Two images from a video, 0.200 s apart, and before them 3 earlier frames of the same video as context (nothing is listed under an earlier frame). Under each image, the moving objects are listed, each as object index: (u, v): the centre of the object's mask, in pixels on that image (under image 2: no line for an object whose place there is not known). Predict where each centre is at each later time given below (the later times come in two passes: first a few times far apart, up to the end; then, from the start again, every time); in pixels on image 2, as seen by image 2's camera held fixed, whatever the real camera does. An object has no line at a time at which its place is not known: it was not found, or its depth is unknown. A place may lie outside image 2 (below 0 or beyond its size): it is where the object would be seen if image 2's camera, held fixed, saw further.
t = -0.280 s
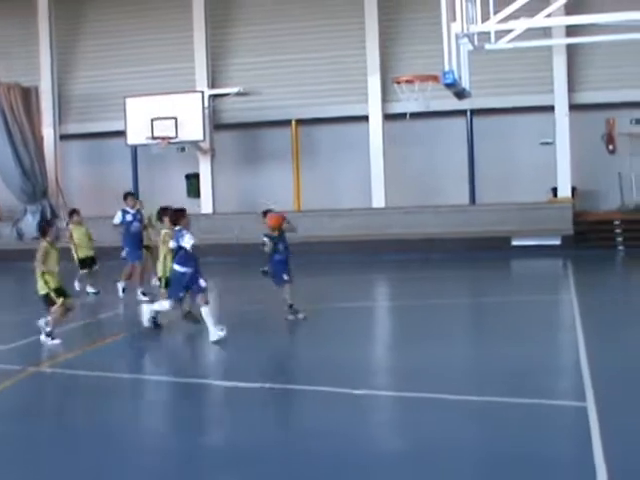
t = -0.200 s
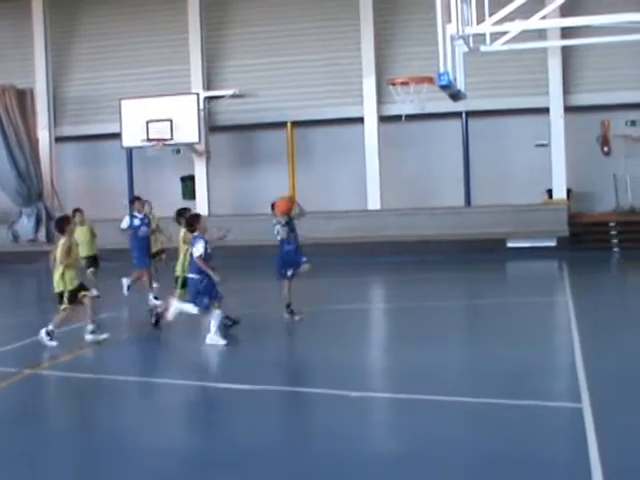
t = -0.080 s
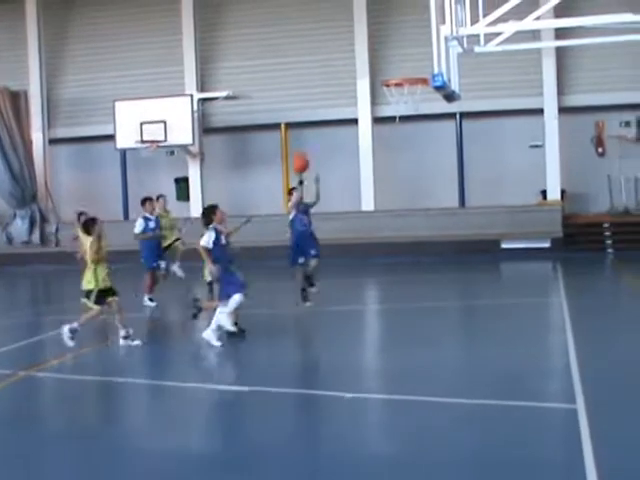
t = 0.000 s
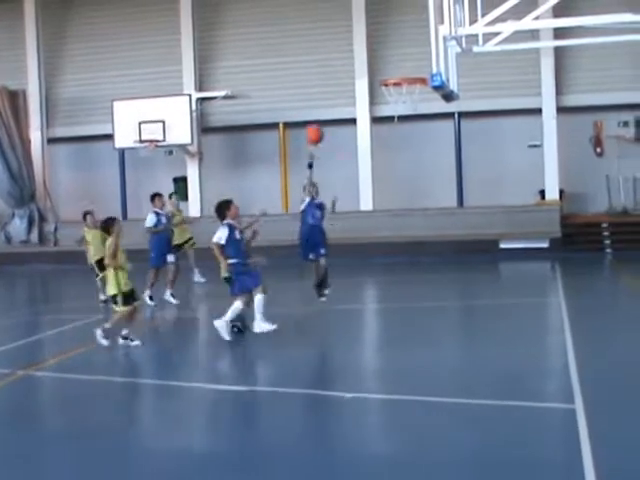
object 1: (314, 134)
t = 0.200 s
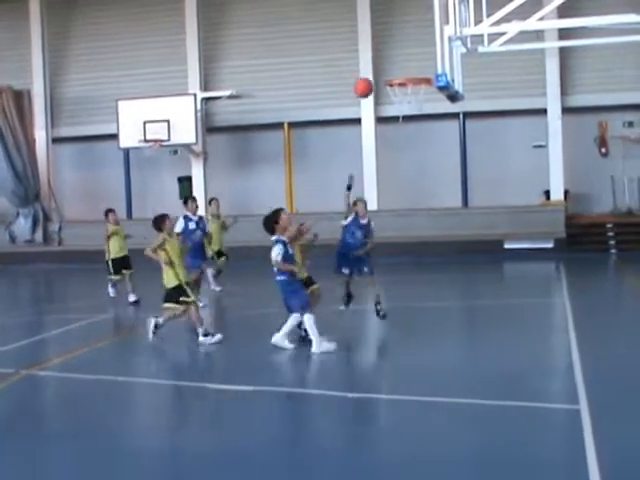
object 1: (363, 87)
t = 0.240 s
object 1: (372, 82)
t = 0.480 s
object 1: (384, 57)
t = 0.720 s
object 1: (382, 76)
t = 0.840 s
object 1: (382, 106)
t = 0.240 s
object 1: (372, 82)
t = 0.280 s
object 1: (382, 78)
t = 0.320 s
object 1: (386, 74)
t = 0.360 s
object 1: (386, 68)
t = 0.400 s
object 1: (385, 63)
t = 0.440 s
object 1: (385, 59)
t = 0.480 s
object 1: (384, 57)
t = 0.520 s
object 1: (384, 56)
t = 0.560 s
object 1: (384, 58)
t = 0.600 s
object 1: (383, 60)
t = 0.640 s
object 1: (383, 64)
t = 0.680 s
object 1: (383, 69)
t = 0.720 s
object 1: (382, 76)
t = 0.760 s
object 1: (382, 84)
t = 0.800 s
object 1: (381, 95)
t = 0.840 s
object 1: (382, 106)
